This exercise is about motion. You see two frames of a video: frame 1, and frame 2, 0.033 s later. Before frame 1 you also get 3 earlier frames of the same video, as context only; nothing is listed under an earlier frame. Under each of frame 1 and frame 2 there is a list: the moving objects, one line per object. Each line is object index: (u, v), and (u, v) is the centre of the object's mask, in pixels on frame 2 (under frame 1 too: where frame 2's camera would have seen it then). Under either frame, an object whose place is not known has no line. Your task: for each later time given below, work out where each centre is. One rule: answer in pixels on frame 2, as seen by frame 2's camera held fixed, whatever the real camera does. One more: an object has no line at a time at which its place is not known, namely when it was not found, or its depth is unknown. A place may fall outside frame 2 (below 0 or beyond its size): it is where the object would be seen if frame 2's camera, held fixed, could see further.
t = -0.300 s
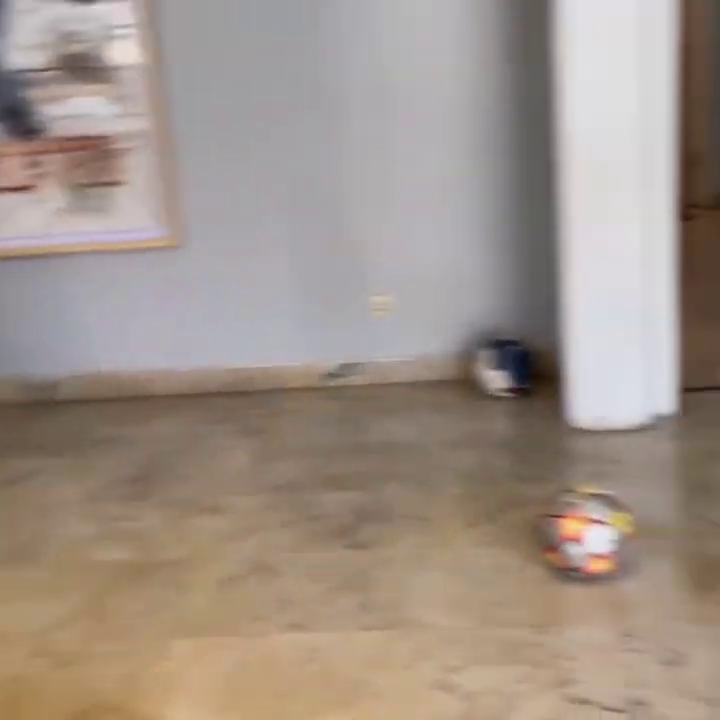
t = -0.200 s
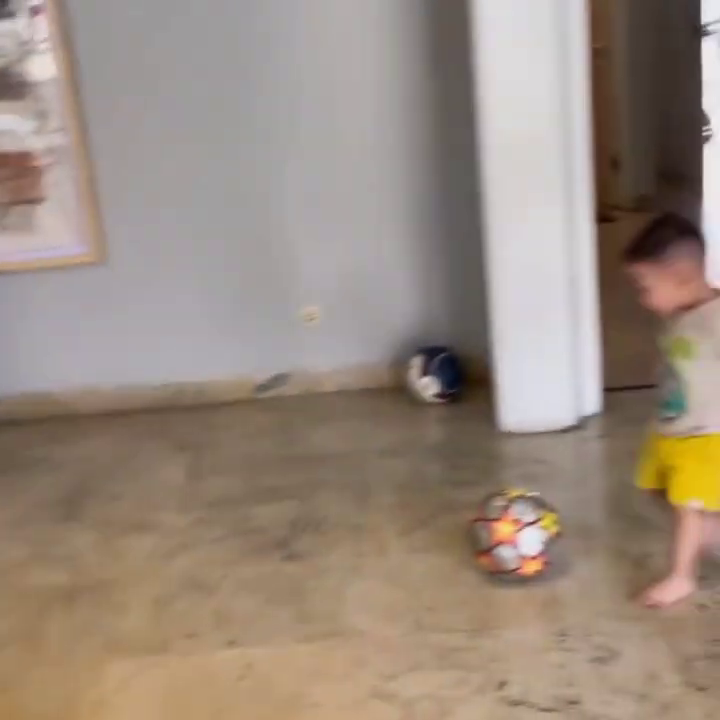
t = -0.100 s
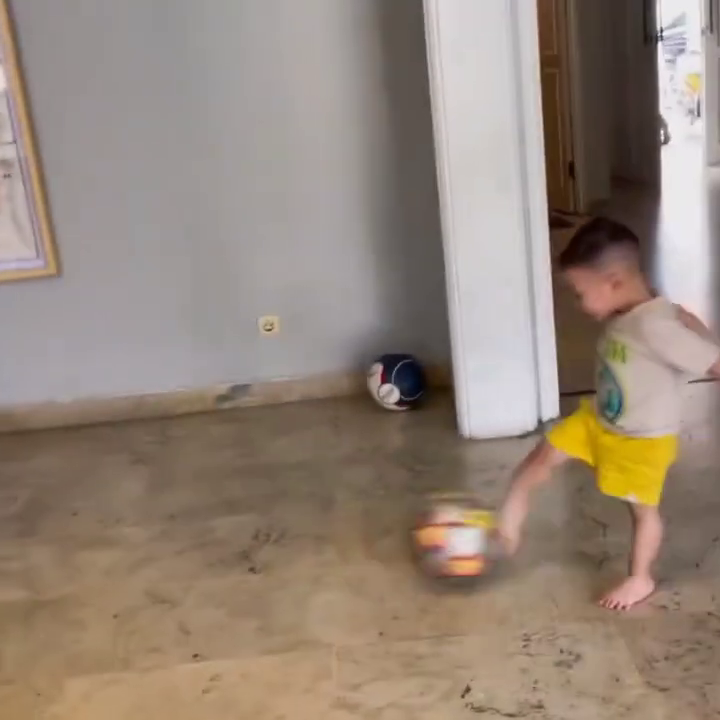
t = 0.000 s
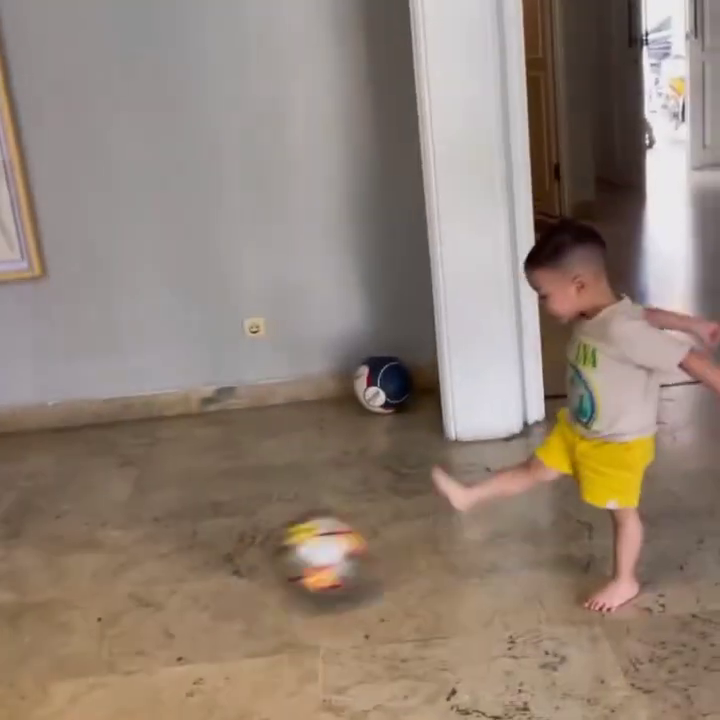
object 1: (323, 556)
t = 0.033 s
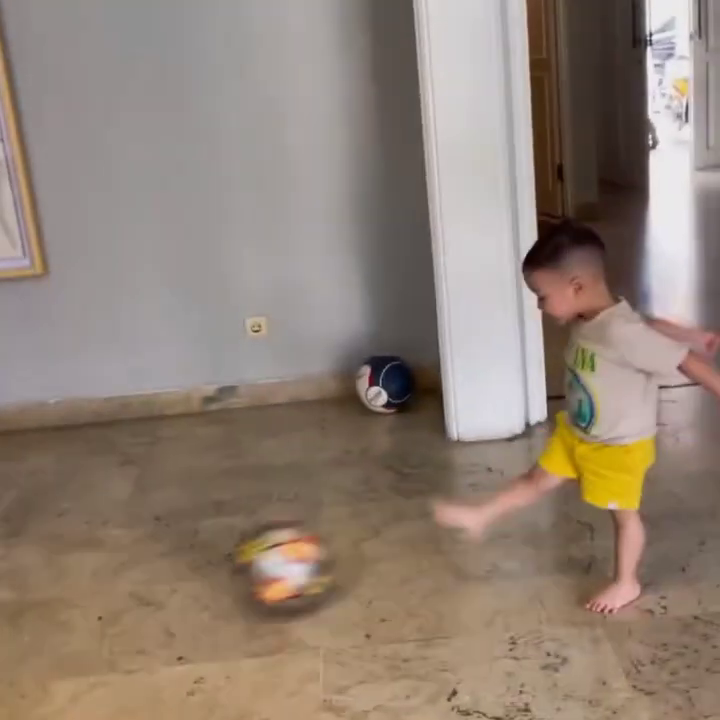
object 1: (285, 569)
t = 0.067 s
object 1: (250, 573)
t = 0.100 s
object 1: (215, 569)
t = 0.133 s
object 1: (186, 573)
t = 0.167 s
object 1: (151, 577)
